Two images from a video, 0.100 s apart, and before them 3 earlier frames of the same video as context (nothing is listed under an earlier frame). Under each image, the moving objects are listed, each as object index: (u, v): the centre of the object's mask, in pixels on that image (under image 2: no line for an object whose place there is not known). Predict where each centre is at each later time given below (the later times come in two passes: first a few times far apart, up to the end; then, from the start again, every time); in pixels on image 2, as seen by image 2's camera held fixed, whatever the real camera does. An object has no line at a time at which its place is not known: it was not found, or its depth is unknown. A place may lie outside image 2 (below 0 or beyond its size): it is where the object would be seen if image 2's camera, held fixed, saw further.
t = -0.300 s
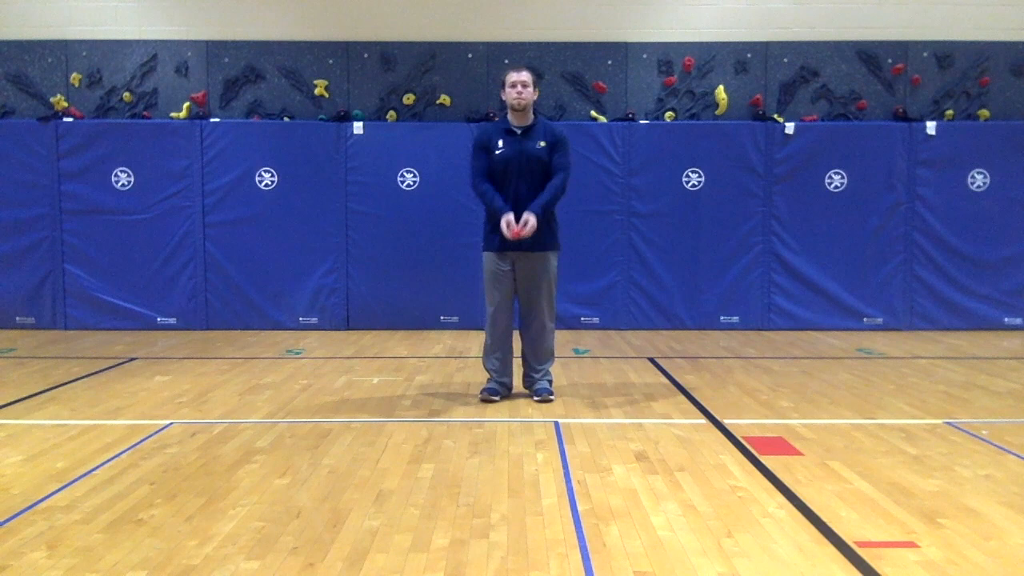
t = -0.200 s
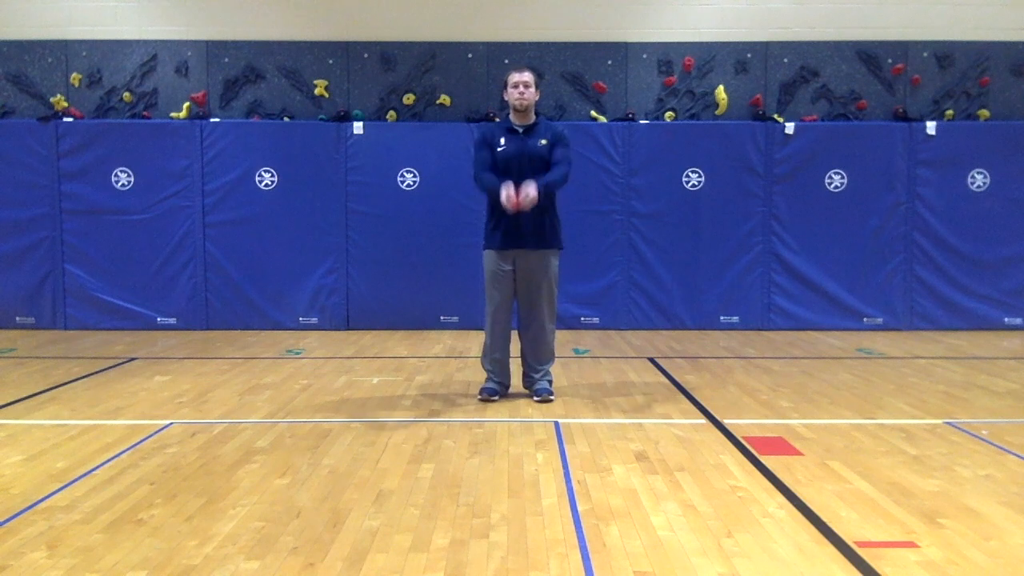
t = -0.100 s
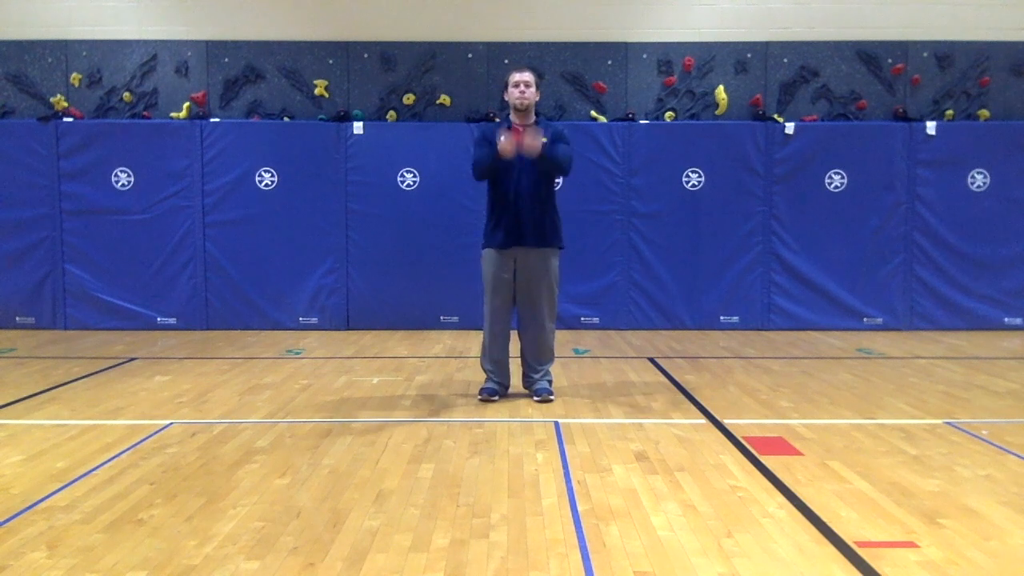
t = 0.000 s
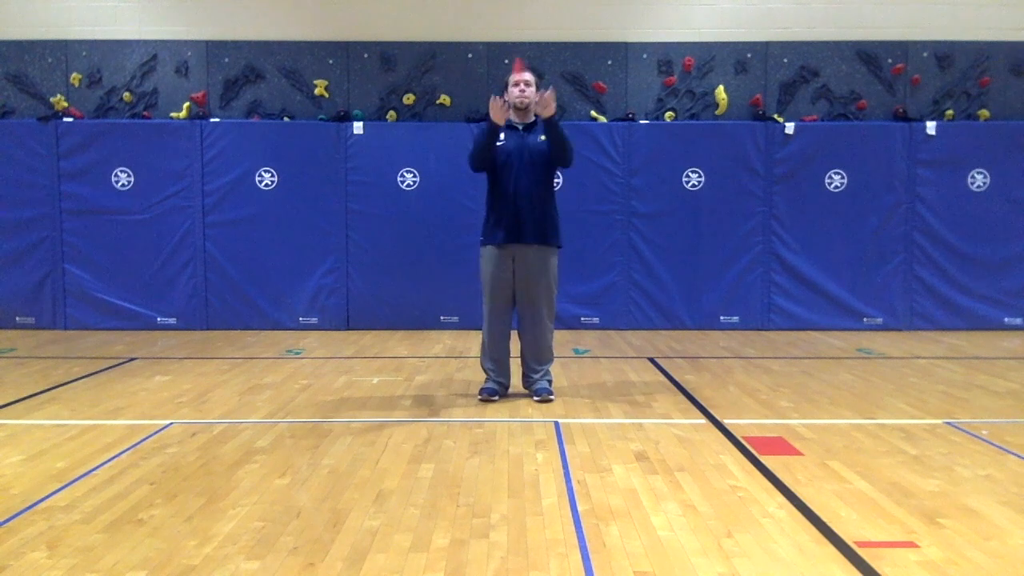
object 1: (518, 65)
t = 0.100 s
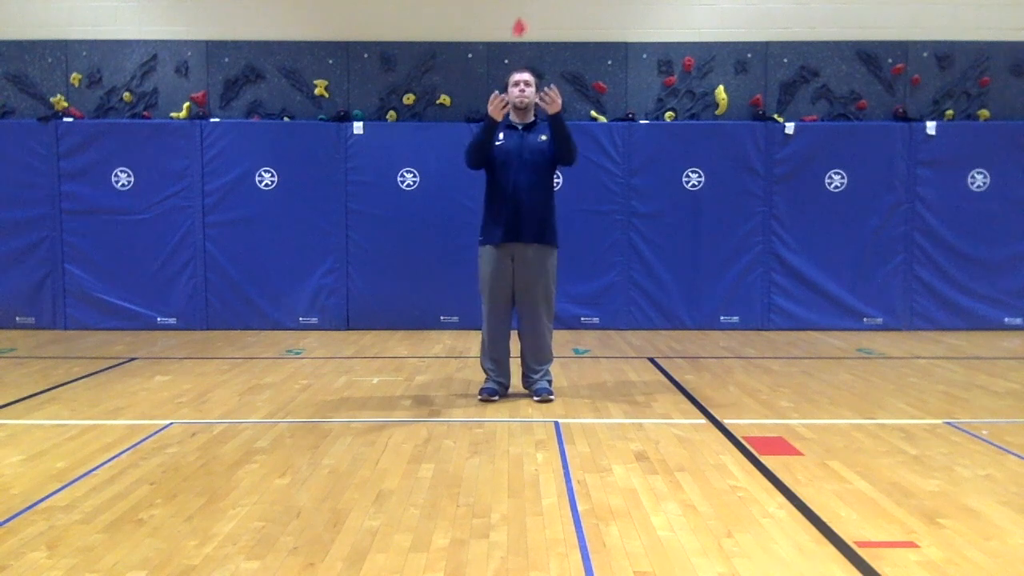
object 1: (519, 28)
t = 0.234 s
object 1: (520, 5)
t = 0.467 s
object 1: (523, 50)
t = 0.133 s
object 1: (519, 18)
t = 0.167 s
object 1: (519, 10)
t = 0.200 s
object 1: (519, 7)
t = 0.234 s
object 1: (520, 5)
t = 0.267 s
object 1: (520, 5)
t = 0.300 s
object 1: (521, 6)
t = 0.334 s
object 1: (521, 9)
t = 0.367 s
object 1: (522, 15)
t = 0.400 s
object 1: (523, 24)
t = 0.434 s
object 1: (523, 35)
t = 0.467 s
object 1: (523, 50)
